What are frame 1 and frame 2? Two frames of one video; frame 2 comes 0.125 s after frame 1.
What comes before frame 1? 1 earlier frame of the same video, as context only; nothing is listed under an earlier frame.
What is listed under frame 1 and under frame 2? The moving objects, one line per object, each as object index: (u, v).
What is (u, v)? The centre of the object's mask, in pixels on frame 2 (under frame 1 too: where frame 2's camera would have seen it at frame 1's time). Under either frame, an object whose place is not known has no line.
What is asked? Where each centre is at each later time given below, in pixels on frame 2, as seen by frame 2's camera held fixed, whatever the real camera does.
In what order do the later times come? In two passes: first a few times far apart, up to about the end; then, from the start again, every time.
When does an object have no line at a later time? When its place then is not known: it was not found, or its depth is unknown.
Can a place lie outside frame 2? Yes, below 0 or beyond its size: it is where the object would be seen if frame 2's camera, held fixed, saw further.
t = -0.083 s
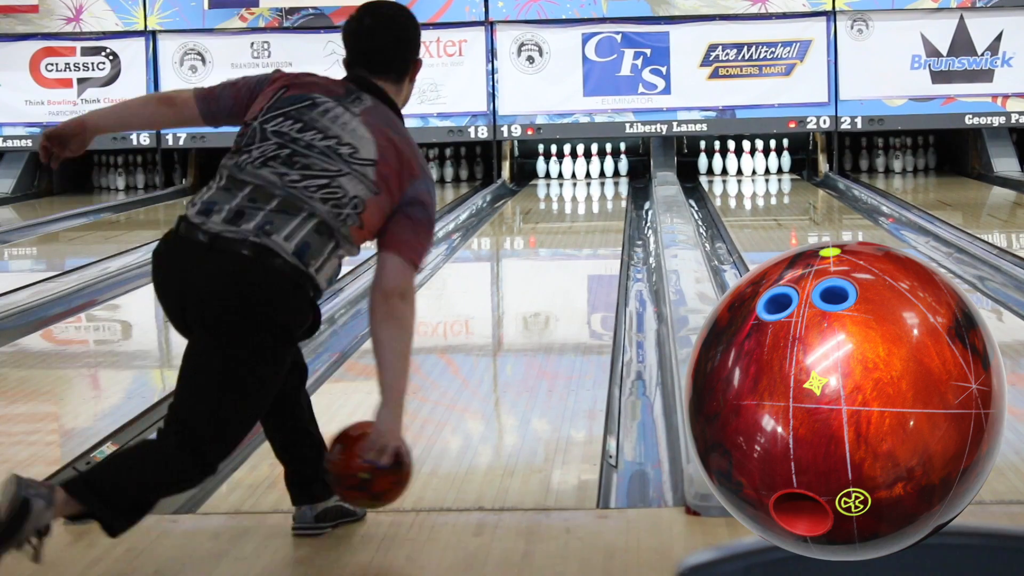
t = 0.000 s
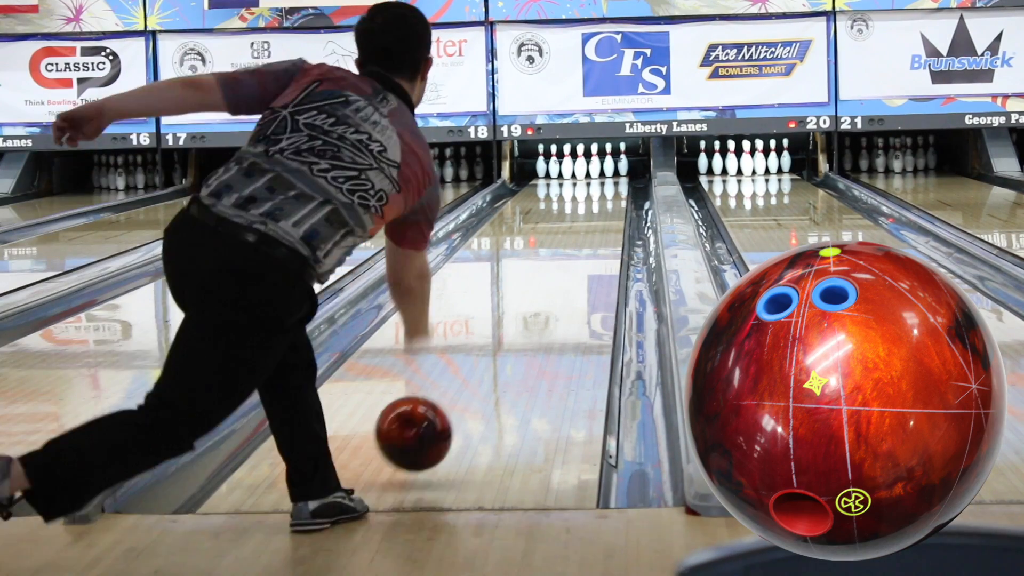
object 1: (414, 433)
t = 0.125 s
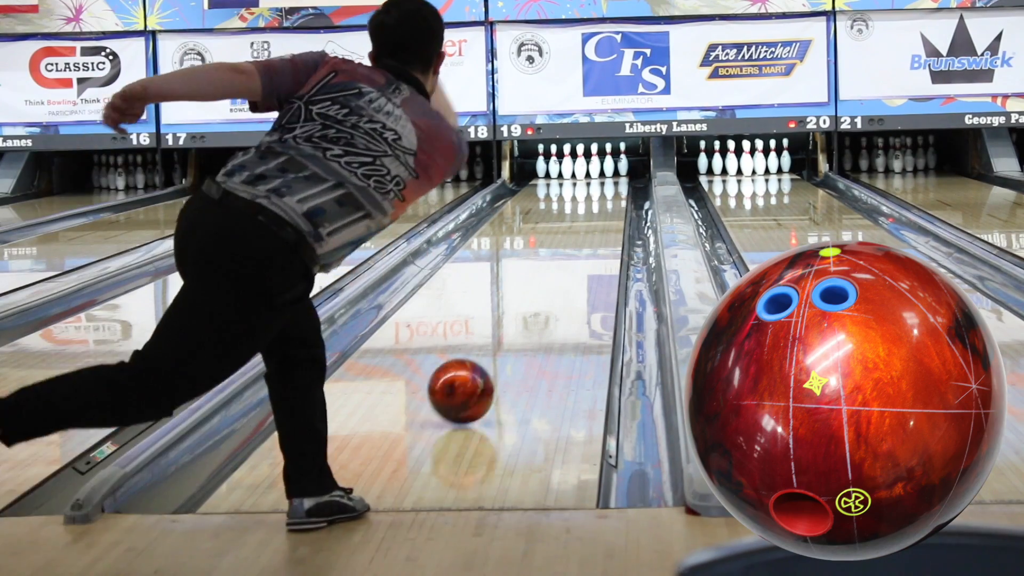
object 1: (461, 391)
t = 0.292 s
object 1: (505, 341)
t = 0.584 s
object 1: (561, 281)
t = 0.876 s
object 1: (585, 244)
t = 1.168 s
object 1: (603, 218)
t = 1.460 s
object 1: (611, 199)
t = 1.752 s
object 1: (612, 186)
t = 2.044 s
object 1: (603, 177)
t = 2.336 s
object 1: (590, 170)
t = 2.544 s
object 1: (595, 167)
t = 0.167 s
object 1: (474, 378)
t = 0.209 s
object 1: (485, 365)
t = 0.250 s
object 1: (496, 352)
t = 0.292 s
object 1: (505, 341)
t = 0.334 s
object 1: (514, 330)
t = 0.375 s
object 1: (522, 321)
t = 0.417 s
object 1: (530, 312)
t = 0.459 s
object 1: (537, 303)
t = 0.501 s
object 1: (543, 295)
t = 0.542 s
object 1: (549, 288)
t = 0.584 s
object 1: (561, 281)
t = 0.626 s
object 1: (560, 275)
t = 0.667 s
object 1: (565, 269)
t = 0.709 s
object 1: (569, 264)
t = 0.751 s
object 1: (574, 258)
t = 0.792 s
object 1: (578, 253)
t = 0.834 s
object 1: (581, 248)
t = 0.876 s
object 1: (585, 244)
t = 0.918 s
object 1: (588, 240)
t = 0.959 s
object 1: (591, 235)
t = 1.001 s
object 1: (594, 232)
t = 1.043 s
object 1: (596, 228)
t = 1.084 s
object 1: (598, 224)
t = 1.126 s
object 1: (601, 221)
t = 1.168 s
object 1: (603, 218)
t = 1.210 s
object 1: (604, 215)
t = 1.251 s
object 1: (606, 212)
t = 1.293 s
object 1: (607, 209)
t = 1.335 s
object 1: (609, 207)
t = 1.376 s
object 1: (610, 204)
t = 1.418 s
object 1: (611, 202)
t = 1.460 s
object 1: (611, 199)
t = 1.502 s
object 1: (612, 197)
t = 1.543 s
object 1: (612, 195)
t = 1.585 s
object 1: (612, 193)
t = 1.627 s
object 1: (613, 191)
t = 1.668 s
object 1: (613, 189)
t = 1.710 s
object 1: (612, 188)
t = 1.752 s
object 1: (612, 186)
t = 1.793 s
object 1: (611, 185)
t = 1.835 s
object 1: (611, 183)
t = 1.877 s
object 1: (609, 182)
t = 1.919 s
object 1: (608, 181)
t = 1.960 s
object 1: (607, 179)
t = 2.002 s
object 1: (605, 178)
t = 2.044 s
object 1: (603, 177)
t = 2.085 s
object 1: (601, 176)
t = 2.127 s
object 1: (598, 175)
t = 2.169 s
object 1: (596, 174)
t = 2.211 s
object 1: (594, 173)
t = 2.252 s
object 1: (592, 172)
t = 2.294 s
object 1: (590, 171)
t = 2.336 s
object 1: (590, 170)
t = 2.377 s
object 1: (591, 169)
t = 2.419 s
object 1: (591, 168)
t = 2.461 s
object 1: (592, 168)
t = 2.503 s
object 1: (594, 168)
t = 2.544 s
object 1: (595, 167)
